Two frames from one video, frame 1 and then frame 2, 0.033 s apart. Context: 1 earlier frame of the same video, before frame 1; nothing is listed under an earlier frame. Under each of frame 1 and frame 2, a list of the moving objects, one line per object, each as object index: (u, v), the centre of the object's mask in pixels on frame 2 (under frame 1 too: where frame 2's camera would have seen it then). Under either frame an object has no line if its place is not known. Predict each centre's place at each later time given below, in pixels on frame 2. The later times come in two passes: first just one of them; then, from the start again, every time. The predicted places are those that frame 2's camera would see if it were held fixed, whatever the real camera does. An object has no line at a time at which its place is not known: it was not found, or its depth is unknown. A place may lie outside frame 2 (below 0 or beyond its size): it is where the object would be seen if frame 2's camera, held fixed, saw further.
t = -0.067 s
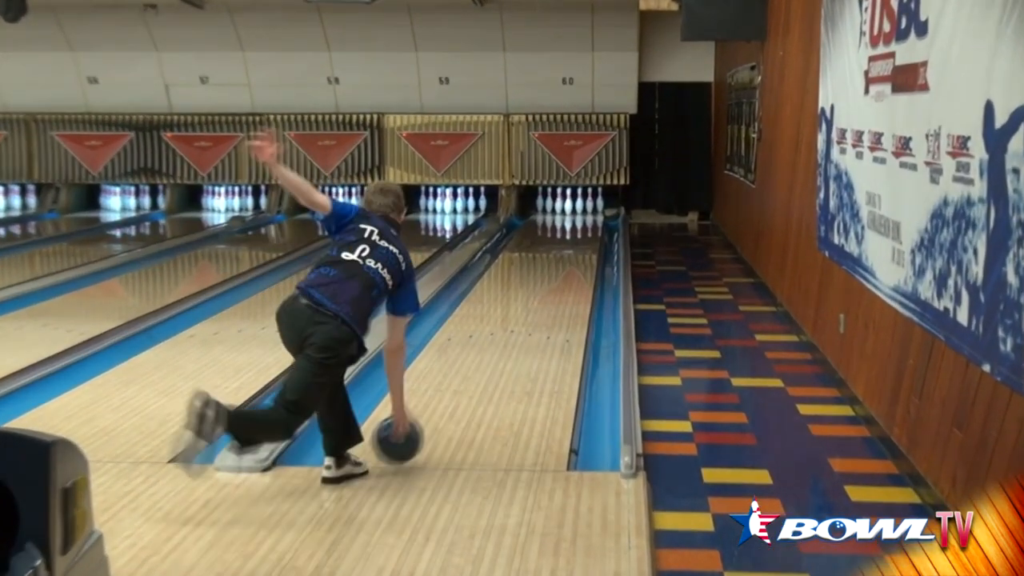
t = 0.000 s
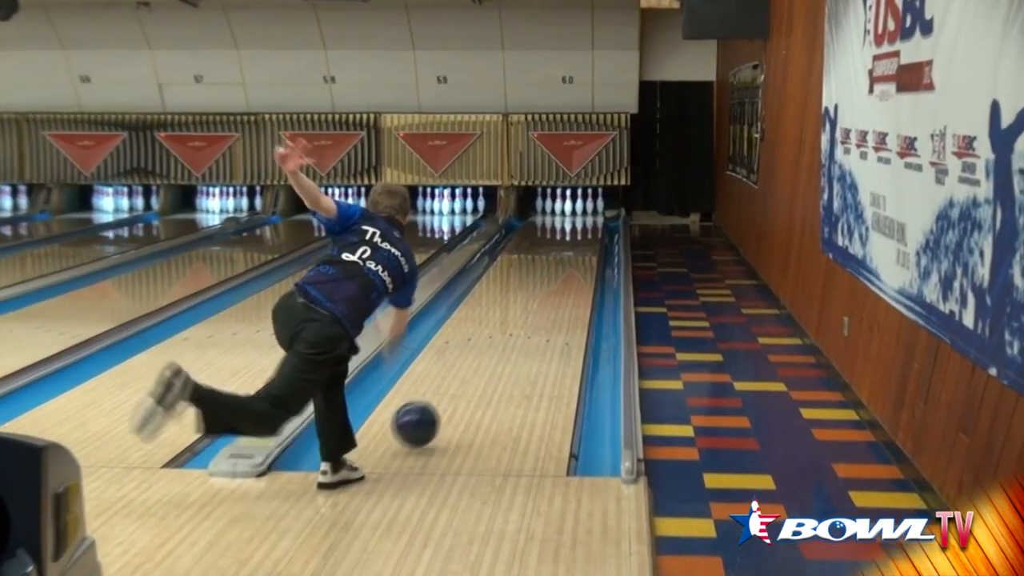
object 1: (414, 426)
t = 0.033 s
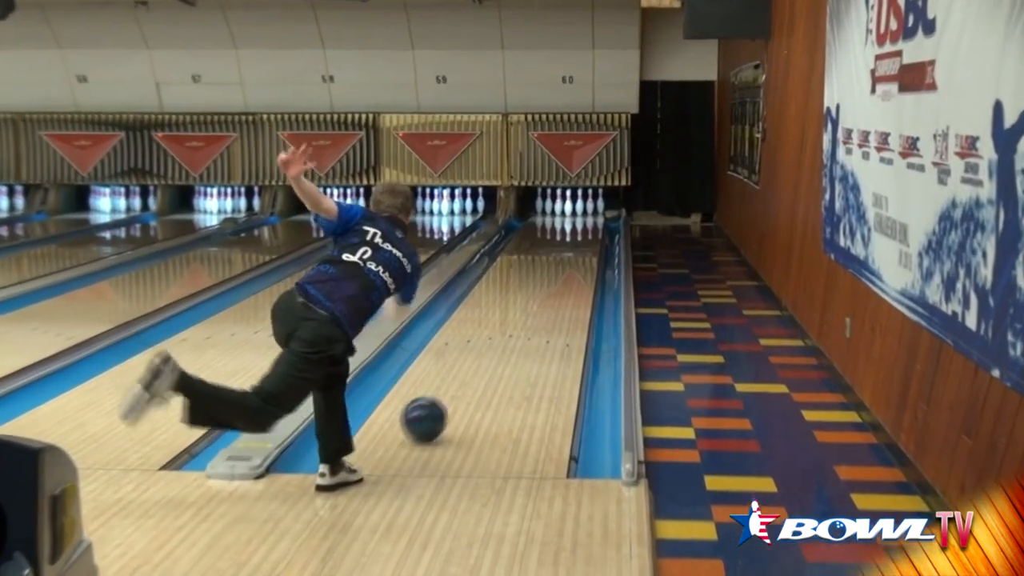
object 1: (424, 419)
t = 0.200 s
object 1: (463, 375)
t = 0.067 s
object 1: (433, 409)
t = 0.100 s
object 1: (442, 400)
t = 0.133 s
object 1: (449, 391)
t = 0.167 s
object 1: (456, 383)
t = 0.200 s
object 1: (463, 375)
